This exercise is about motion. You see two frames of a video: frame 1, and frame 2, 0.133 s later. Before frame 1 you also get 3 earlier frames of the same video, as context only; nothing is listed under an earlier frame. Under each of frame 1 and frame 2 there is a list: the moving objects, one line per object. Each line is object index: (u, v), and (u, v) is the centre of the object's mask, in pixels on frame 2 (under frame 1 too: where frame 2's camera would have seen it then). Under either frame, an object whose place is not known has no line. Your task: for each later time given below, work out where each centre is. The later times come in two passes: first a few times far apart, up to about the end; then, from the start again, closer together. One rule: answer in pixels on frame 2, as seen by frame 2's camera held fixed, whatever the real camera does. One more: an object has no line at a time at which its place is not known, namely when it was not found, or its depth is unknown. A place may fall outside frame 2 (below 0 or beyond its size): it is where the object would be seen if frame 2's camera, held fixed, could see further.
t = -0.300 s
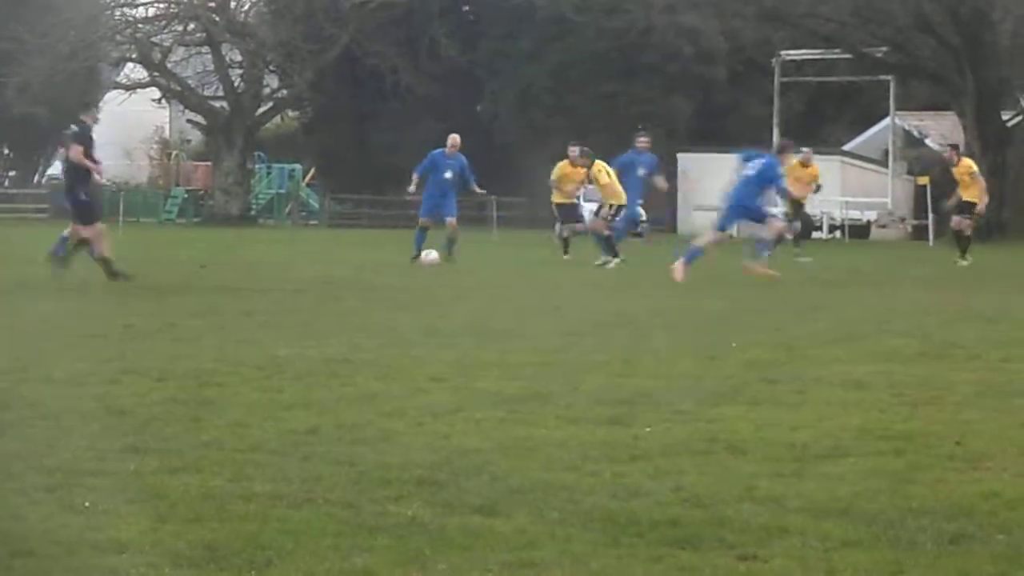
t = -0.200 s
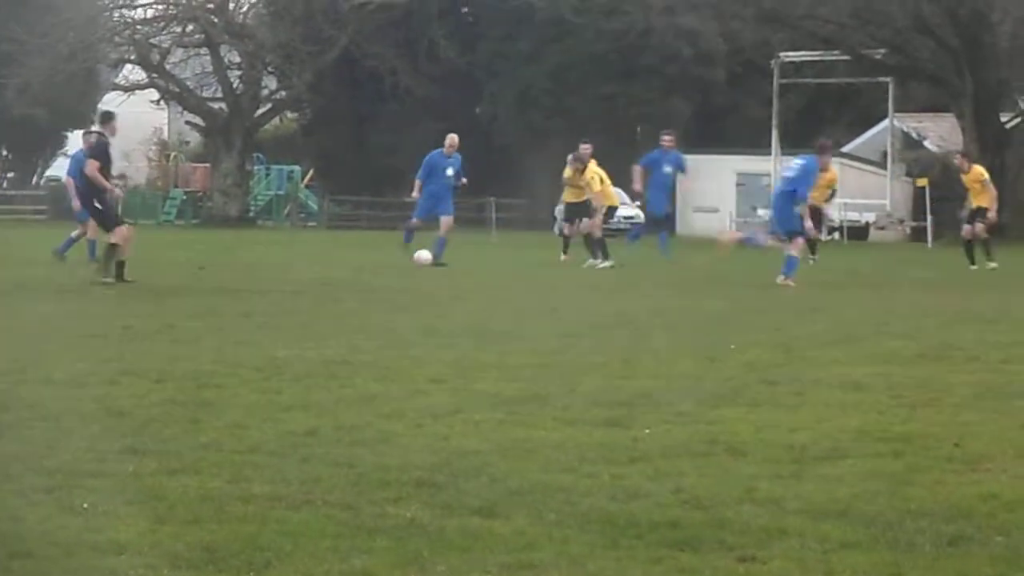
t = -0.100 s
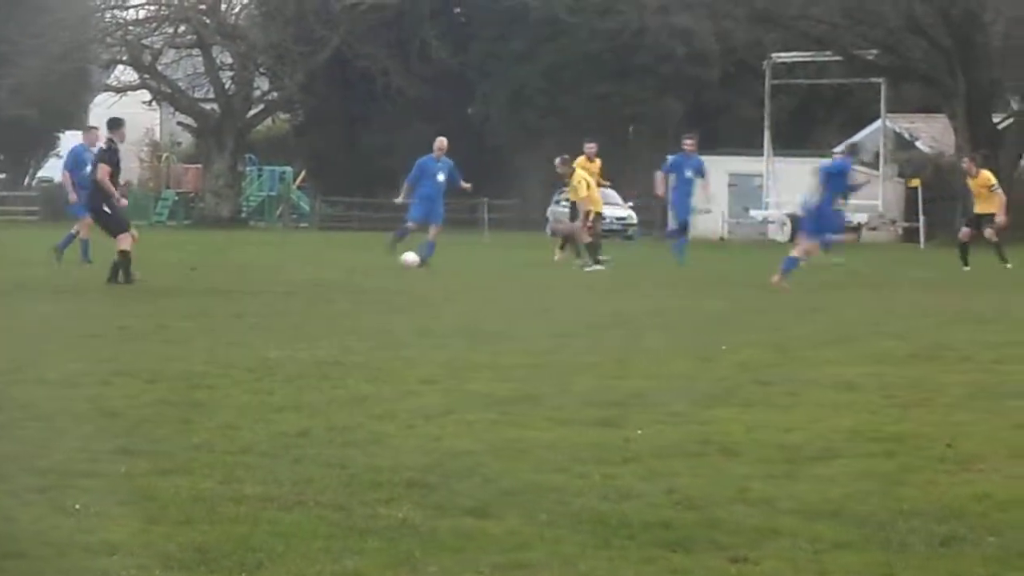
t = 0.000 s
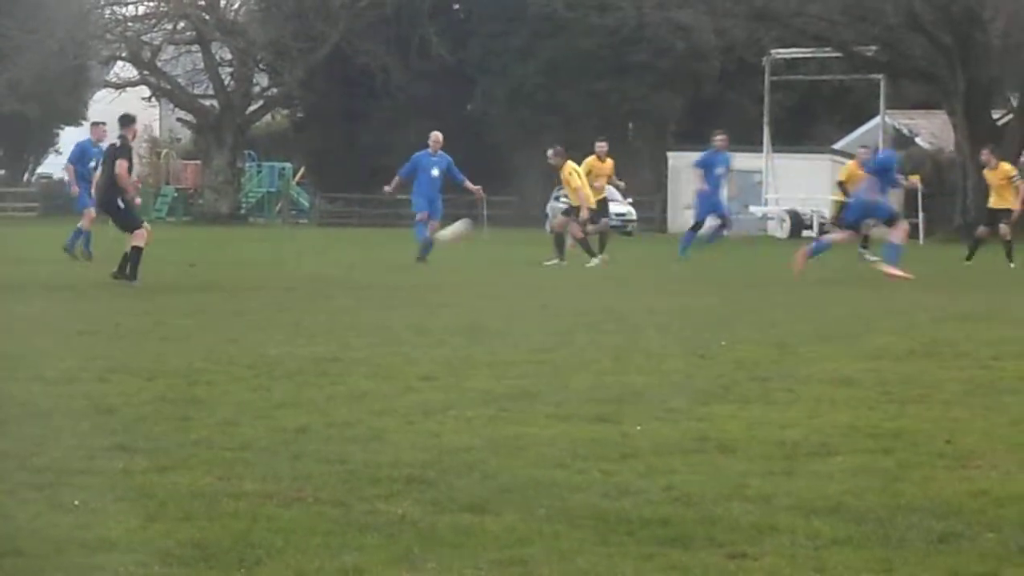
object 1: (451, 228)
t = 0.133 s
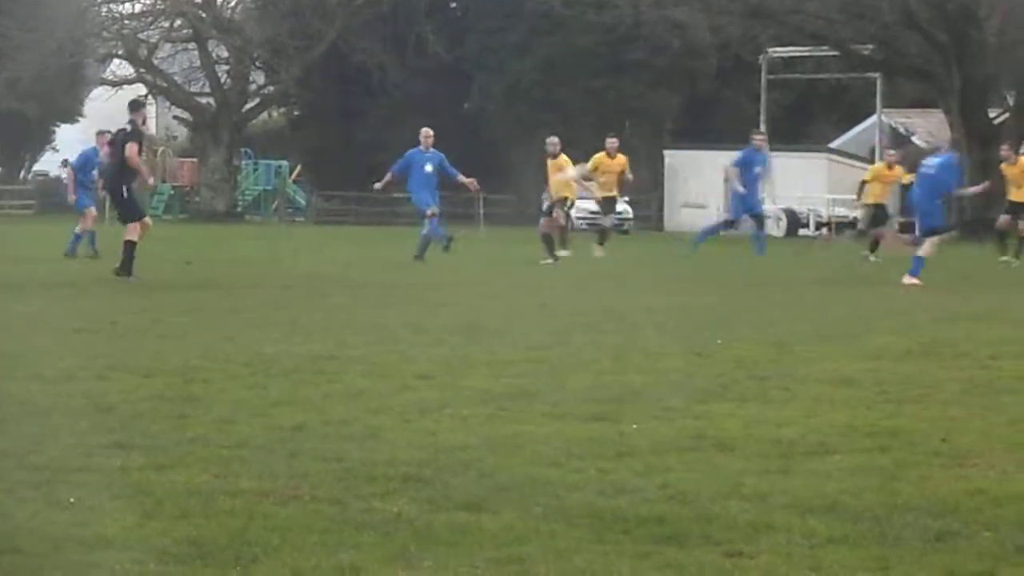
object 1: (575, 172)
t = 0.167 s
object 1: (599, 164)
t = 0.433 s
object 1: (849, 87)
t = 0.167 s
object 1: (599, 164)
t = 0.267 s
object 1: (695, 131)
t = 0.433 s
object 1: (849, 87)
